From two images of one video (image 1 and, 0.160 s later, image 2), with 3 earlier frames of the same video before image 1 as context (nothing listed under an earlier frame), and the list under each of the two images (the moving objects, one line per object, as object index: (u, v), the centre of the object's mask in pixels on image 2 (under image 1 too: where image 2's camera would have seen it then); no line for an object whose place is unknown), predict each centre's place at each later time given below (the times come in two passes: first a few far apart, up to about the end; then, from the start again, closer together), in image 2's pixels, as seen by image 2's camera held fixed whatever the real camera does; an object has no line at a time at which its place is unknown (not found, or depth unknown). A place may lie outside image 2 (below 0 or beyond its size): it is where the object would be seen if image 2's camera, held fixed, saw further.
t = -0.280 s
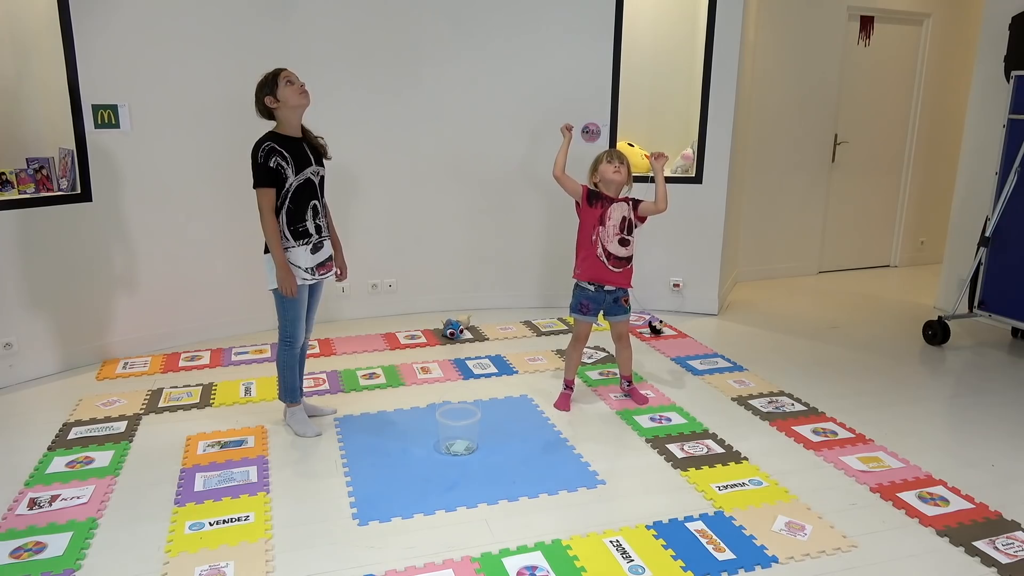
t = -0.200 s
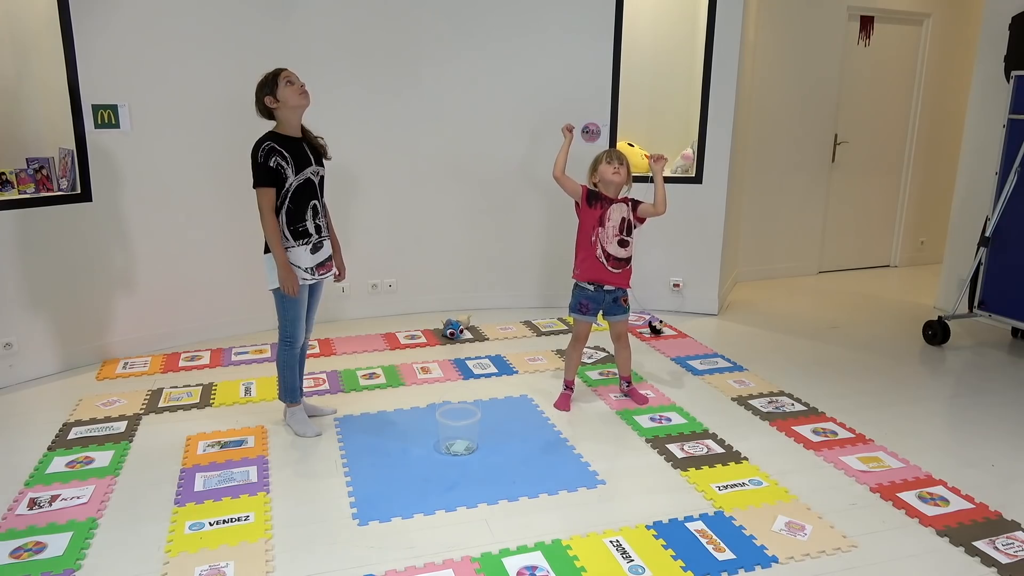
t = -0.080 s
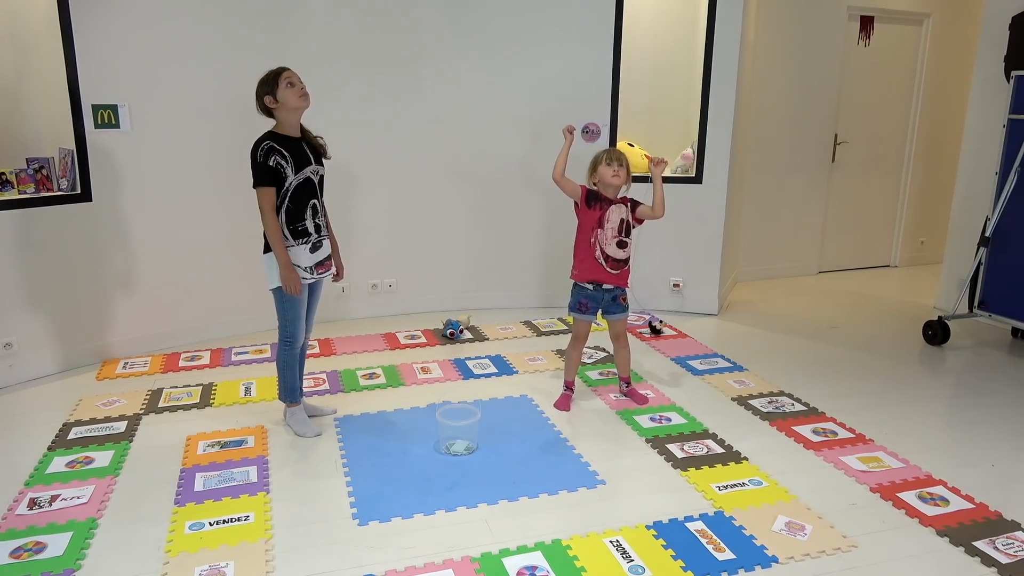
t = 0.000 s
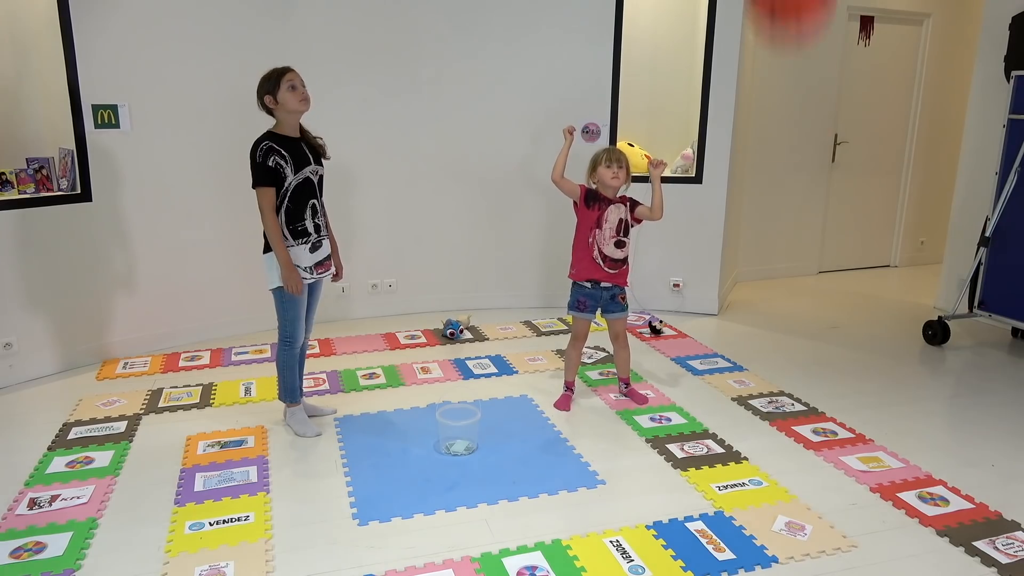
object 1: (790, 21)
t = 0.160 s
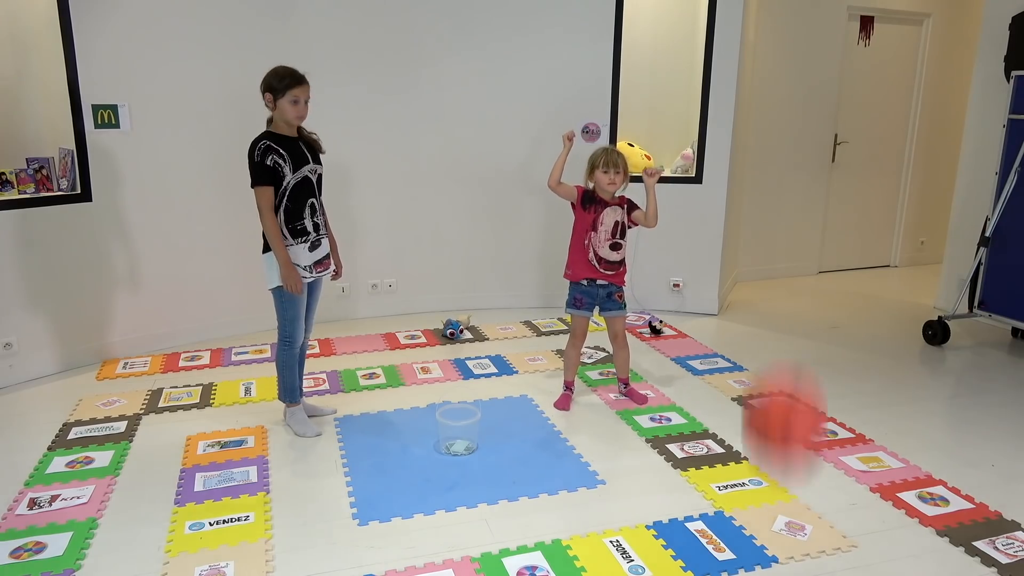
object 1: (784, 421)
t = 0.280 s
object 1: (789, 543)
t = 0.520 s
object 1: (822, 309)
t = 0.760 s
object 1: (832, 263)
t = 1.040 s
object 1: (808, 494)
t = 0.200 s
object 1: (784, 531)
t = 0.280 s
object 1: (789, 543)
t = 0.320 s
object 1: (796, 502)
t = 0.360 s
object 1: (800, 454)
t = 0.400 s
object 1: (807, 408)
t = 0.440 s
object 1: (814, 371)
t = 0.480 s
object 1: (818, 338)
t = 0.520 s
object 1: (822, 309)
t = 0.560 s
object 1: (825, 285)
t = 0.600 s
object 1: (828, 268)
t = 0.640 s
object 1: (830, 256)
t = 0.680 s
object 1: (833, 253)
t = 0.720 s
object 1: (833, 255)
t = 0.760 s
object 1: (832, 263)
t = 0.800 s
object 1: (831, 279)
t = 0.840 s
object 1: (829, 300)
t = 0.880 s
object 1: (827, 328)
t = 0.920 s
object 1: (824, 362)
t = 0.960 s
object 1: (819, 403)
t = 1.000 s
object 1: (814, 447)
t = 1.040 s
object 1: (808, 494)
